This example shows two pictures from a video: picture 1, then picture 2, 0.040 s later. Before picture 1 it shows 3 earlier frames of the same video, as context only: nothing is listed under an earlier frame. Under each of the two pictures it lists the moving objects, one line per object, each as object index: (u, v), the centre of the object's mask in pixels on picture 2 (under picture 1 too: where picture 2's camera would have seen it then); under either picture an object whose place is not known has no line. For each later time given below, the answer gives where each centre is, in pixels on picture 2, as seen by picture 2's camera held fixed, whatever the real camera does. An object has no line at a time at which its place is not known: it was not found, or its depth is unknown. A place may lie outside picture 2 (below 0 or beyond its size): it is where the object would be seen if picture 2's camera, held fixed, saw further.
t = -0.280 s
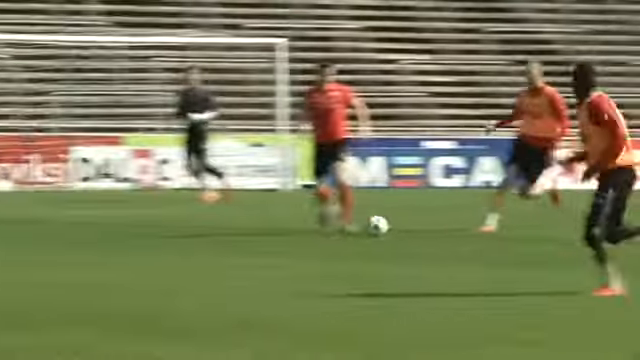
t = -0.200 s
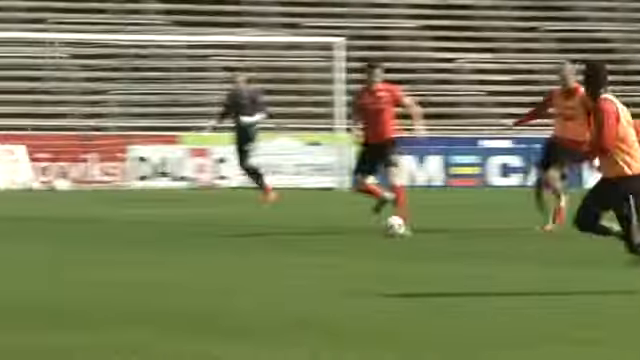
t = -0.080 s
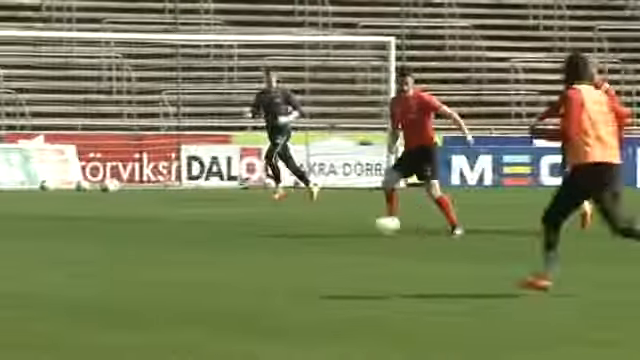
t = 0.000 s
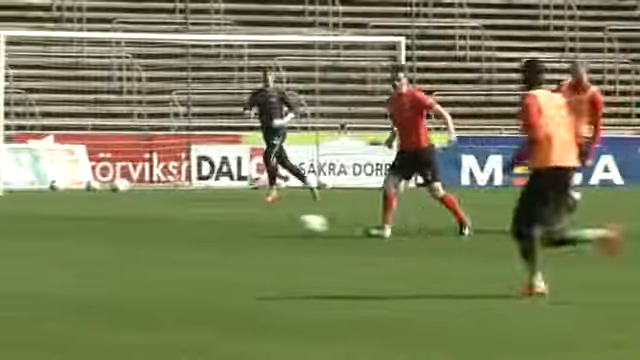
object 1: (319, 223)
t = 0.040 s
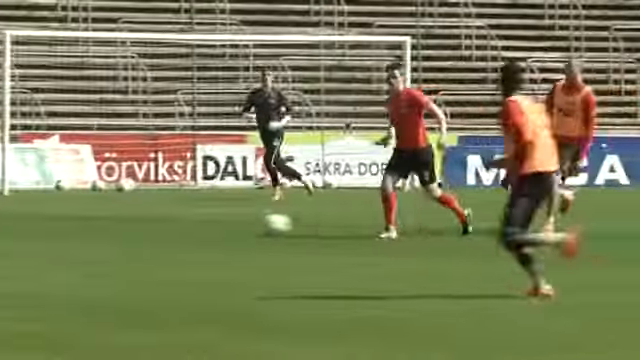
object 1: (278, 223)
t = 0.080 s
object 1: (233, 225)
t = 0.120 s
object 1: (193, 227)
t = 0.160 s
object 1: (151, 231)
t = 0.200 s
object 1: (107, 236)
